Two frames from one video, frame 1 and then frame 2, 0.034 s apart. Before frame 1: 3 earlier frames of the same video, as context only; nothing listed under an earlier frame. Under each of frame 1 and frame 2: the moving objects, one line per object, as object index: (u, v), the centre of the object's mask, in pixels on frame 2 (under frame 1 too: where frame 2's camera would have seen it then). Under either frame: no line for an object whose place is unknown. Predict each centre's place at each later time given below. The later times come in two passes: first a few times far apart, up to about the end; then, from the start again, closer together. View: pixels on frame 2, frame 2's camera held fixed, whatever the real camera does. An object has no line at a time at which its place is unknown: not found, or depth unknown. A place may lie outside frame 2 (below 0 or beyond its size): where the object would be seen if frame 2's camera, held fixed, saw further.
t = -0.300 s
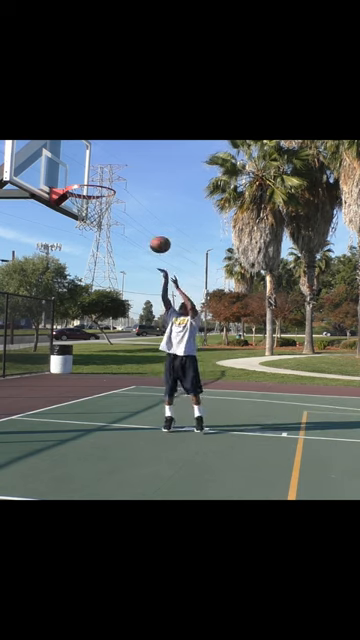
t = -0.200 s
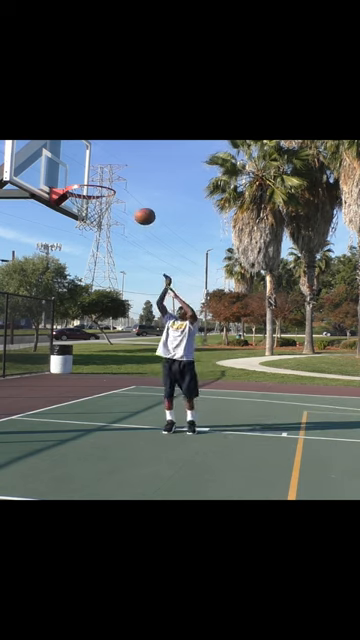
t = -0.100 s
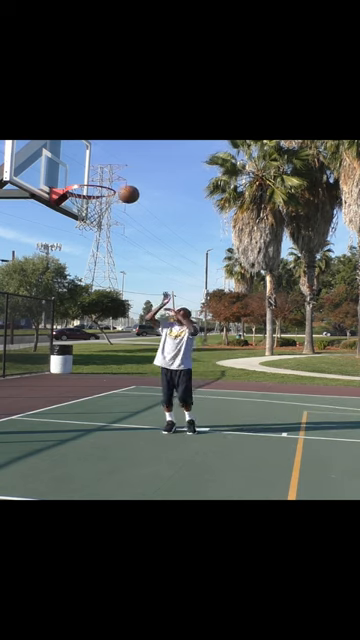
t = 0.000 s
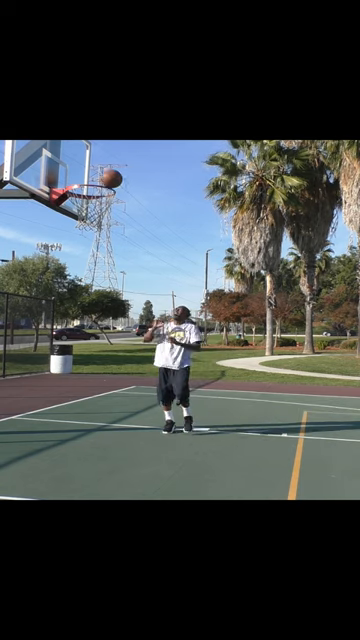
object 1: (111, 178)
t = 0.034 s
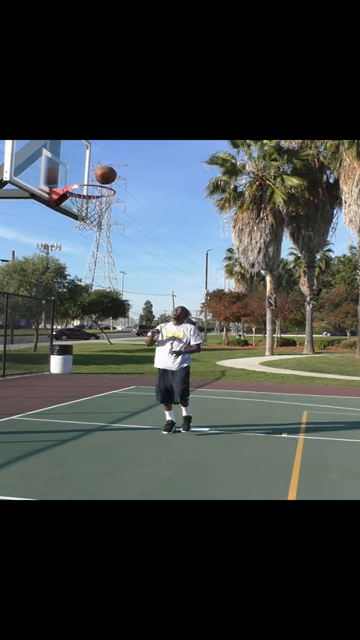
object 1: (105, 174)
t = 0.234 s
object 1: (82, 170)
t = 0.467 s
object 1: (96, 207)
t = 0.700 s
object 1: (103, 281)
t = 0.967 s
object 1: (107, 433)
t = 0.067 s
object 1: (99, 172)
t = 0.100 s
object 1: (93, 169)
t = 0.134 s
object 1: (86, 168)
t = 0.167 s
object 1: (80, 168)
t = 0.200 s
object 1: (80, 168)
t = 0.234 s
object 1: (82, 170)
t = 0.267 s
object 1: (84, 172)
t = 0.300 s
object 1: (86, 175)
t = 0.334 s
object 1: (88, 180)
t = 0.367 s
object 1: (90, 185)
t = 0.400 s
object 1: (92, 191)
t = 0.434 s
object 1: (94, 198)
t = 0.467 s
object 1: (96, 207)
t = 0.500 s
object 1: (98, 215)
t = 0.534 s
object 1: (99, 224)
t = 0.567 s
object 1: (100, 233)
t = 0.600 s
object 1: (100, 244)
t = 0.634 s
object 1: (101, 255)
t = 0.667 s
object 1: (102, 268)
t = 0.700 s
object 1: (103, 281)
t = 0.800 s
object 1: (105, 329)
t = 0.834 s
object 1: (105, 347)
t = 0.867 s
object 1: (106, 367)
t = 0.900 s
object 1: (106, 387)
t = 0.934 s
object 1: (106, 410)
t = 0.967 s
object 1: (107, 433)
